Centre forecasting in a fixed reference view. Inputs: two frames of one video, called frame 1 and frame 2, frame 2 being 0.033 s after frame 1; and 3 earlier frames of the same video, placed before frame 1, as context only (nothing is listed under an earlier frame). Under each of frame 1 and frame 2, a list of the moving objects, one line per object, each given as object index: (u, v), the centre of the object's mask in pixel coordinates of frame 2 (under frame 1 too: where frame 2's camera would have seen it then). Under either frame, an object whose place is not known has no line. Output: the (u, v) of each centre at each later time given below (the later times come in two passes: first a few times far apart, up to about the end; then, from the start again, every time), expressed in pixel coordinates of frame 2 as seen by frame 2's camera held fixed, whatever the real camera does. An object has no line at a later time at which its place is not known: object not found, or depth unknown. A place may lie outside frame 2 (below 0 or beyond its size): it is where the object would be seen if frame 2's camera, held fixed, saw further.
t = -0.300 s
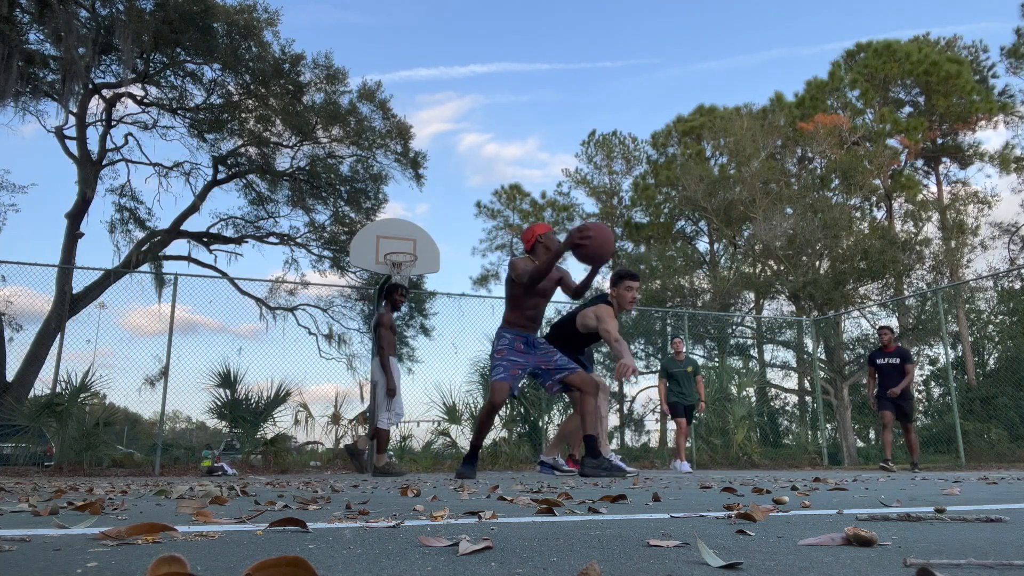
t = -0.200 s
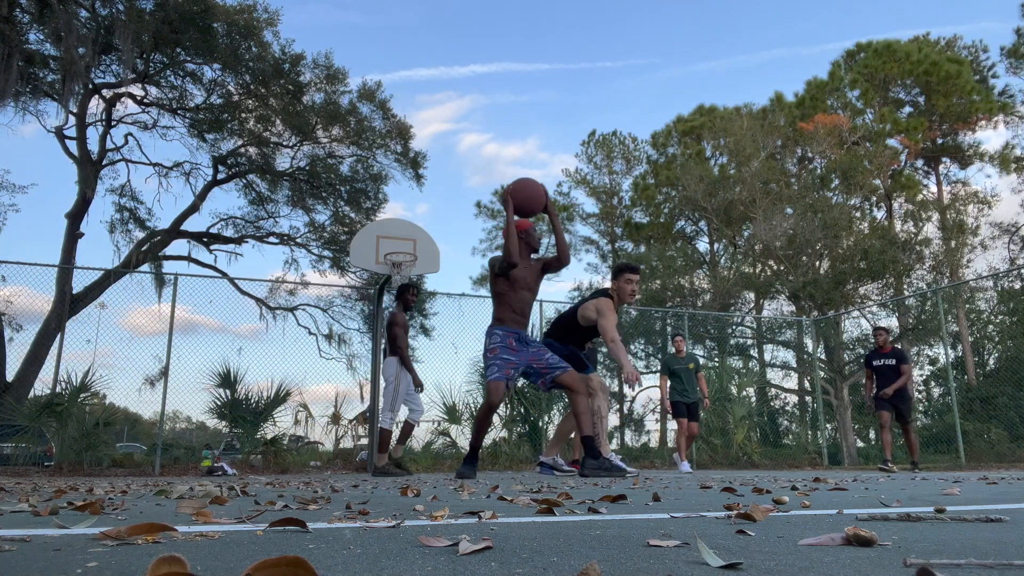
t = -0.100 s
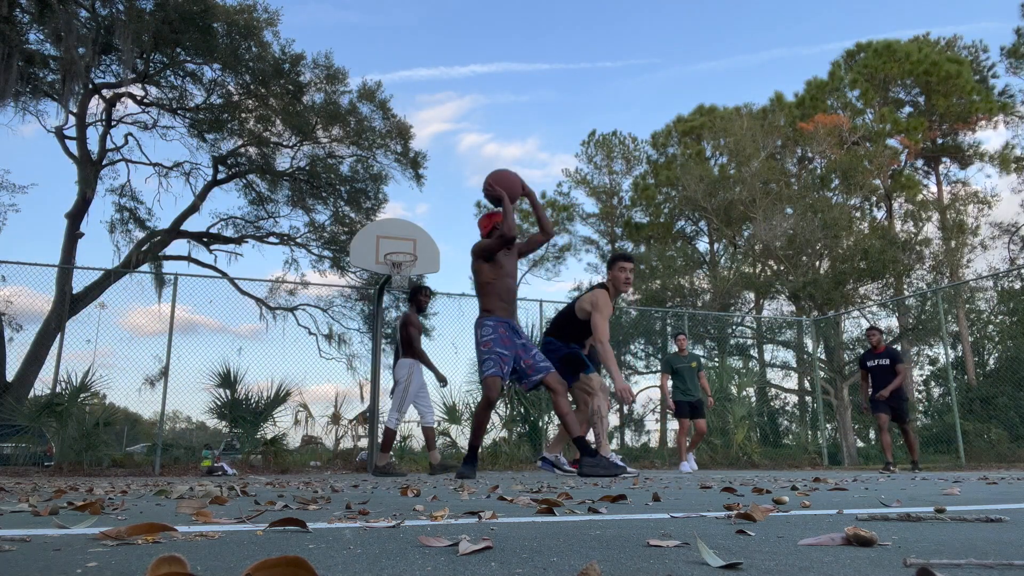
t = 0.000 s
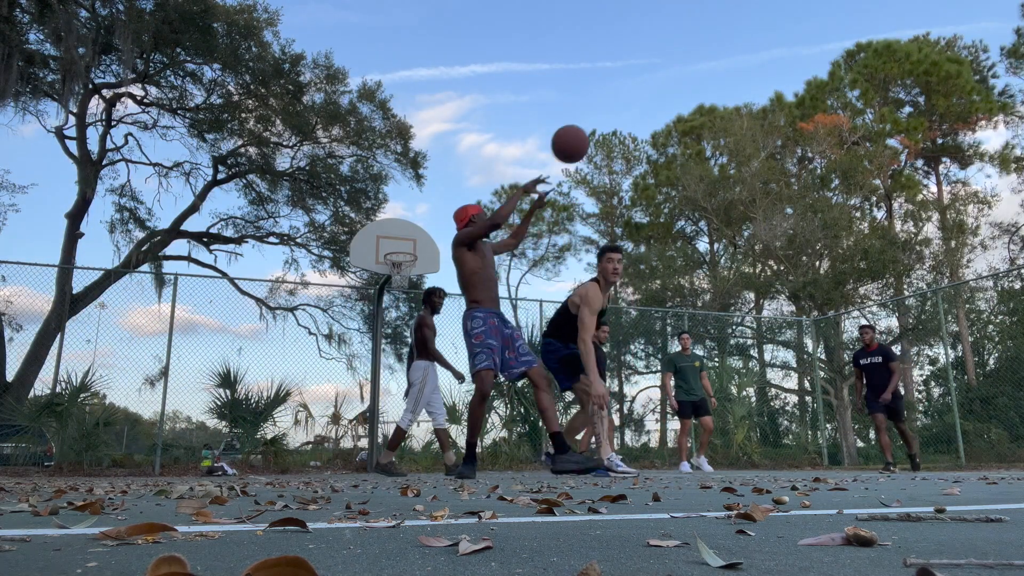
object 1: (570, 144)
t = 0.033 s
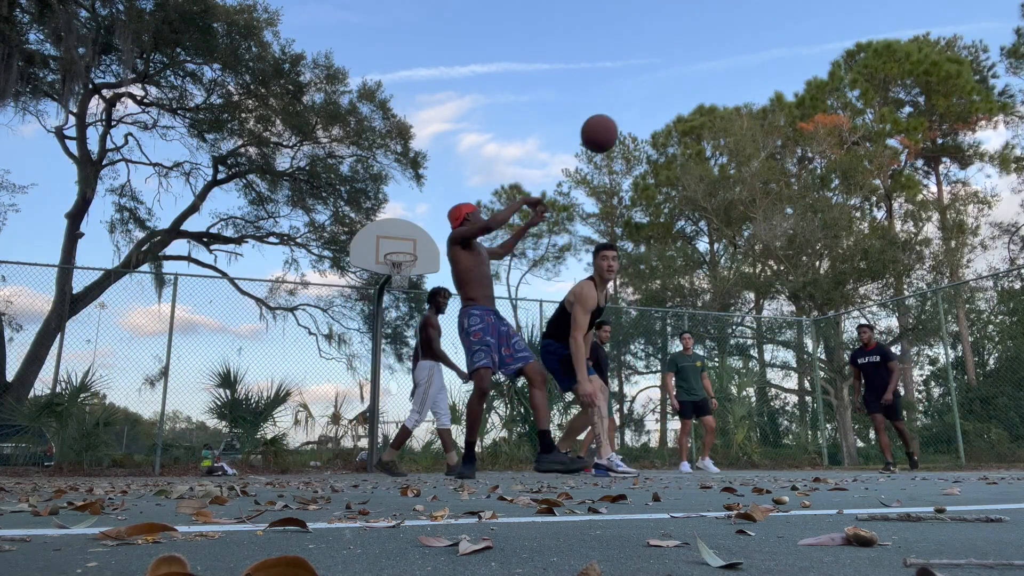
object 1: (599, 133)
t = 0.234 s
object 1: (772, 105)
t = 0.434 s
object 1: (946, 135)
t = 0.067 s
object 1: (628, 124)
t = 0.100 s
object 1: (657, 117)
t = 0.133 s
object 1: (686, 112)
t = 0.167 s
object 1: (715, 108)
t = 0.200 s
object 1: (743, 106)
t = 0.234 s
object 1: (772, 105)
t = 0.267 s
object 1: (801, 106)
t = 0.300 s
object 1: (830, 109)
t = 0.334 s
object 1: (859, 113)
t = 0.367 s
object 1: (888, 119)
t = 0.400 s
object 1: (918, 126)
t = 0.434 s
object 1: (946, 135)
